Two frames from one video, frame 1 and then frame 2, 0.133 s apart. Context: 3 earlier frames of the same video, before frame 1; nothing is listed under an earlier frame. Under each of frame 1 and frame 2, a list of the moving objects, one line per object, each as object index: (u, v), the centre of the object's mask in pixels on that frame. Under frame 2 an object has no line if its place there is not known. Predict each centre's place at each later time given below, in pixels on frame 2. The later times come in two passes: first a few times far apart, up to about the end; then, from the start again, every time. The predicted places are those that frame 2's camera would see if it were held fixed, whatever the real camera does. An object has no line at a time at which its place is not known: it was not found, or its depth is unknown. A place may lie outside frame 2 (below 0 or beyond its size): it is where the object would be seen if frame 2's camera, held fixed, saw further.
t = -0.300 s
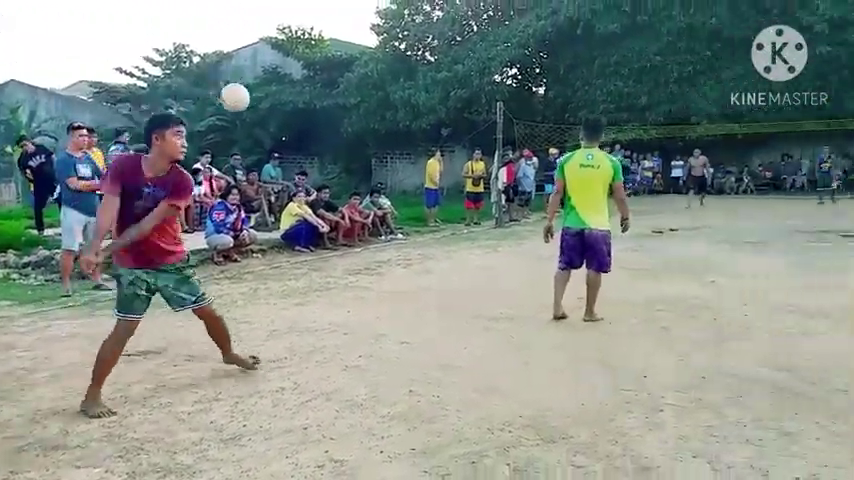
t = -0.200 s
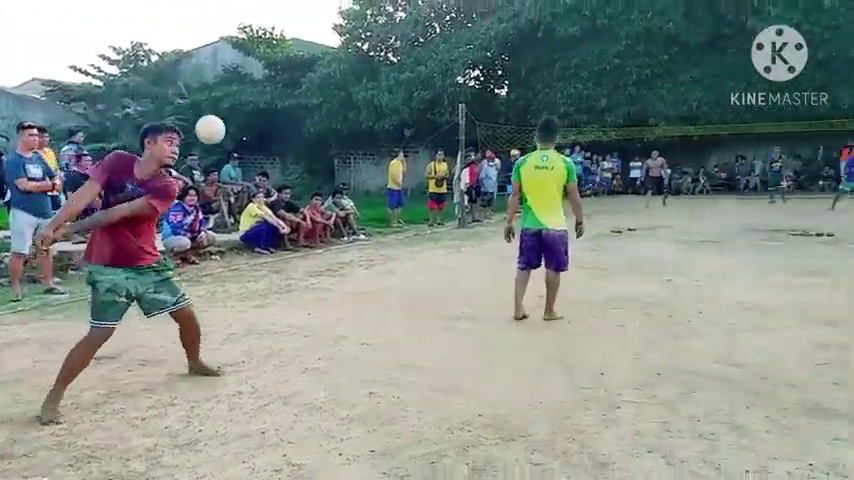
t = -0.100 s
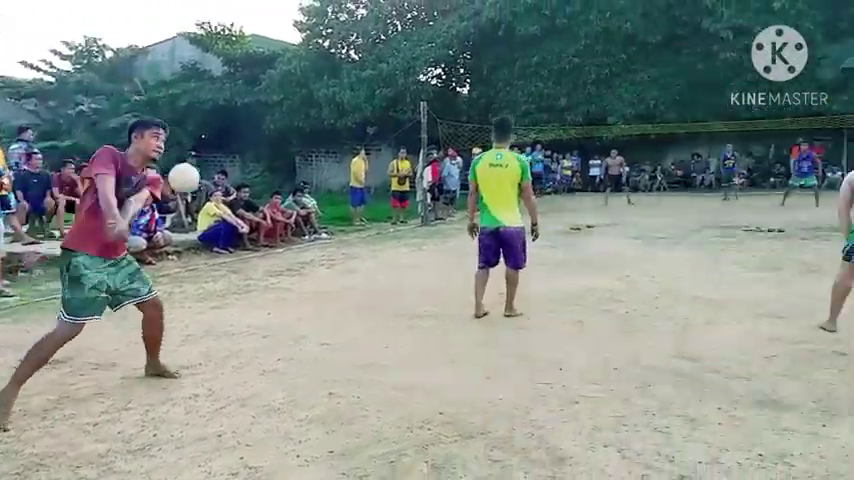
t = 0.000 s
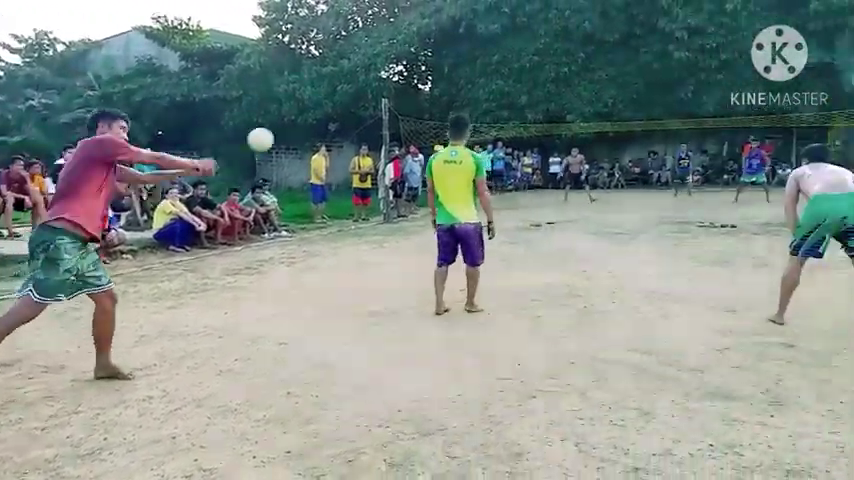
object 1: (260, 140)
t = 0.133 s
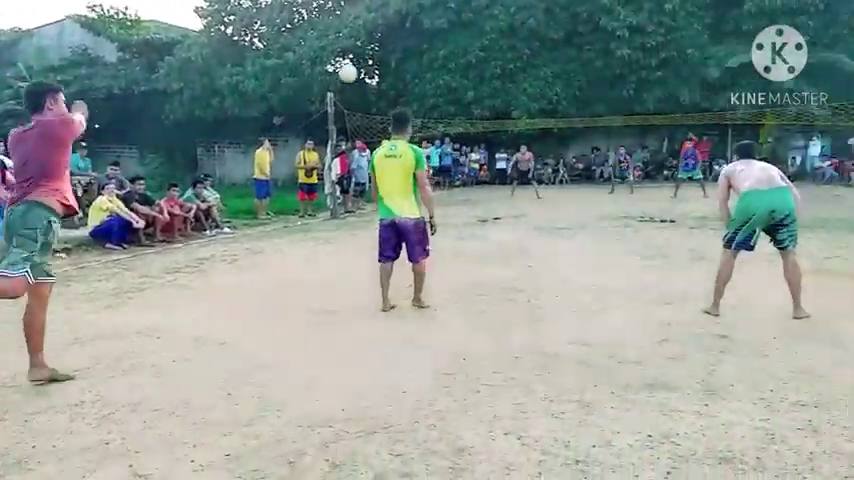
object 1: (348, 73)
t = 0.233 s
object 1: (411, 58)
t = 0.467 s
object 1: (492, 61)
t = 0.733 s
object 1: (538, 90)
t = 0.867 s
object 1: (558, 111)
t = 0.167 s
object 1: (372, 66)
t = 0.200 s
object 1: (393, 61)
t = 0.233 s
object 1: (411, 58)
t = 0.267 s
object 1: (428, 56)
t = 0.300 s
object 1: (442, 55)
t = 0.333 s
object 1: (454, 55)
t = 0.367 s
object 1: (465, 55)
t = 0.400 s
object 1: (475, 56)
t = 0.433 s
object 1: (484, 58)
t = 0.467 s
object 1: (492, 61)
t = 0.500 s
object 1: (499, 63)
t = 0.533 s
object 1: (506, 66)
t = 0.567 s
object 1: (512, 70)
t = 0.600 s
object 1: (517, 73)
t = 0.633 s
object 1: (523, 77)
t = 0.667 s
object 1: (527, 81)
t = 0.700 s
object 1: (532, 85)
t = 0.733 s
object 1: (538, 90)
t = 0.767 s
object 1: (543, 95)
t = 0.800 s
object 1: (549, 100)
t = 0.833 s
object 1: (553, 106)
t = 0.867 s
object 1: (558, 111)
